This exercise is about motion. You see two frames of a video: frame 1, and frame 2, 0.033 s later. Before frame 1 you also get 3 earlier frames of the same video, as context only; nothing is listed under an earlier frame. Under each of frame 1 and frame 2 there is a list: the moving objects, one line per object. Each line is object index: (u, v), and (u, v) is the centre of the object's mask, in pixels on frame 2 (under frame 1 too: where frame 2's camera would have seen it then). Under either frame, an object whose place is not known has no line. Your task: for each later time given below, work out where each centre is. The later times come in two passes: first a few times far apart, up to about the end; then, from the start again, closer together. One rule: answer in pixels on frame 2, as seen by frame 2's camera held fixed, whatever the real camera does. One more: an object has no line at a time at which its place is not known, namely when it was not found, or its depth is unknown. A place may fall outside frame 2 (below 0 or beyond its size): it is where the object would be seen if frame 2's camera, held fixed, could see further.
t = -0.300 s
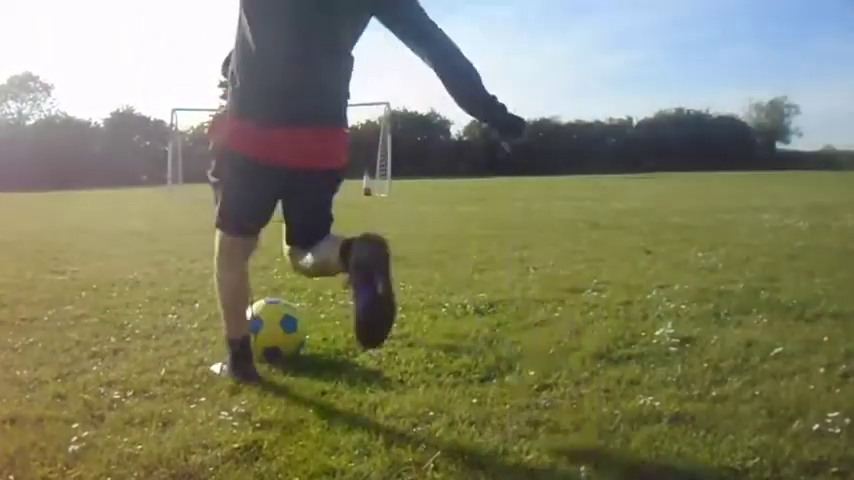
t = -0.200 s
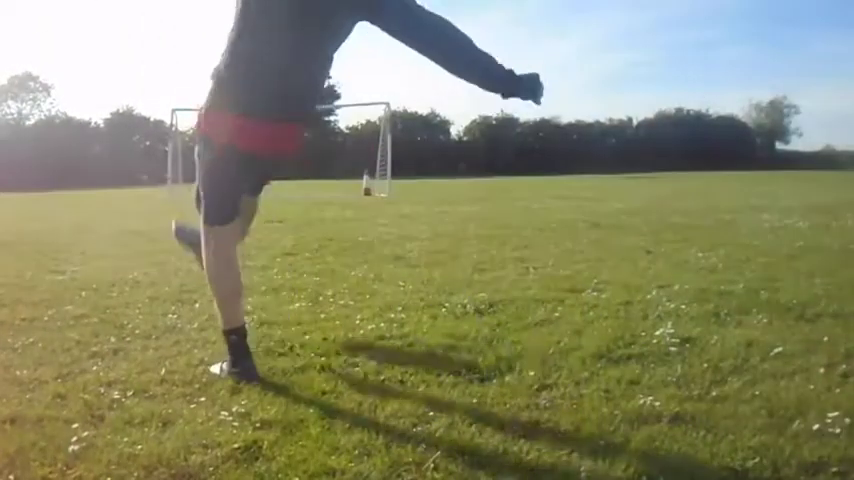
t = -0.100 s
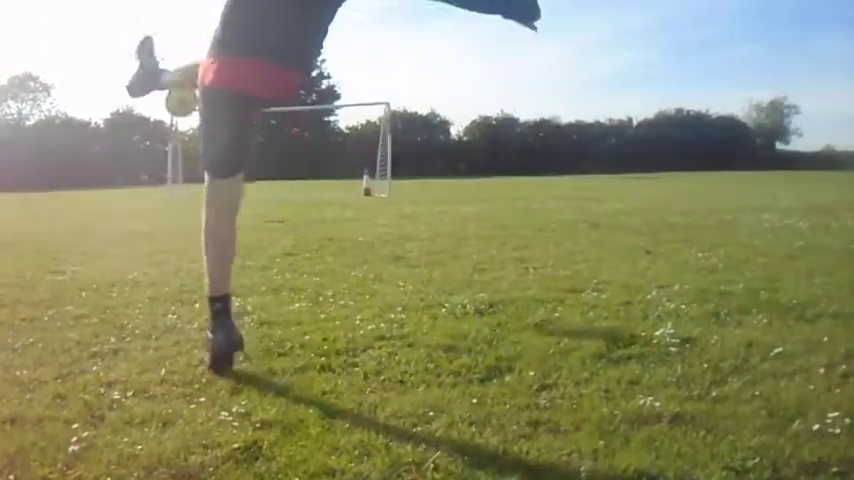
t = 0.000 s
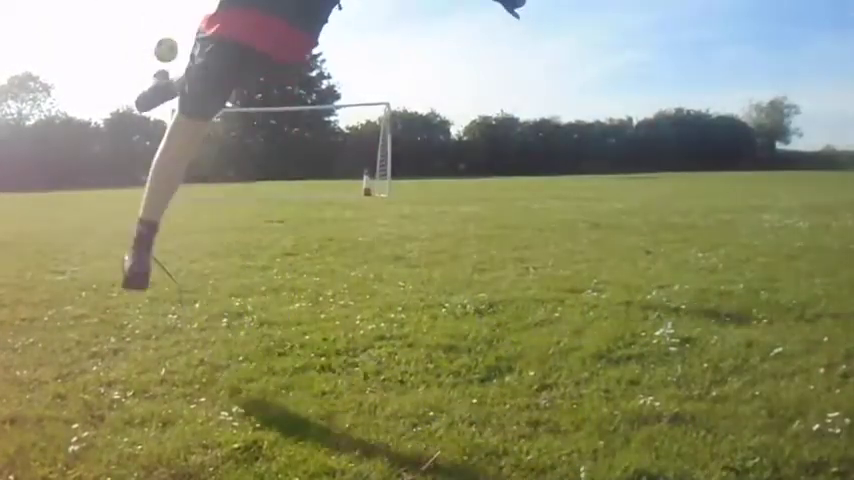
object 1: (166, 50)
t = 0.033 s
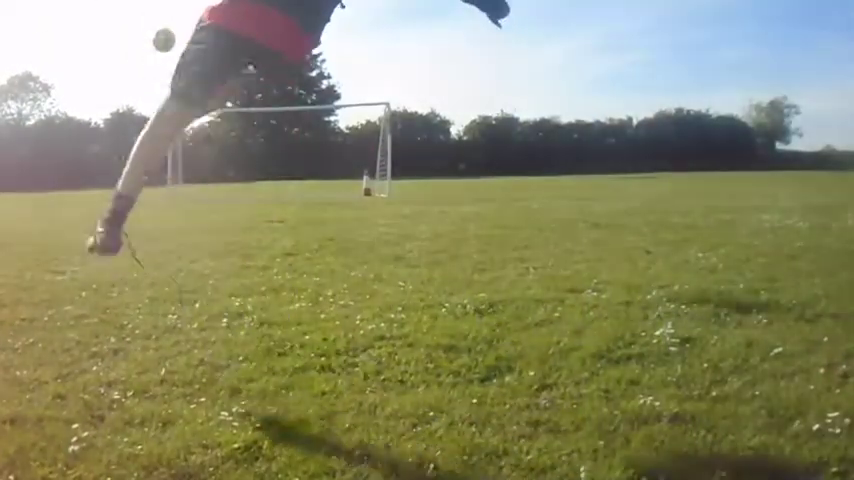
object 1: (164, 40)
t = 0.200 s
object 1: (160, 18)
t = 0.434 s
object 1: (165, 23)
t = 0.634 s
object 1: (172, 42)
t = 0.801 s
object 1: (180, 66)
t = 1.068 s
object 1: (193, 113)
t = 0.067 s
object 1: (162, 33)
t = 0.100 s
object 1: (160, 28)
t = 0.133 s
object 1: (160, 23)
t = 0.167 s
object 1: (160, 20)
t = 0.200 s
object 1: (160, 18)
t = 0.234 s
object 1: (160, 17)
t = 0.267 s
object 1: (161, 17)
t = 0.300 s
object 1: (161, 17)
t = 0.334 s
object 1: (162, 18)
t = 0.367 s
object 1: (163, 20)
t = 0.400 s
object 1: (163, 21)
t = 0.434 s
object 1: (165, 23)
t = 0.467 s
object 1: (166, 26)
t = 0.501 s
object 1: (167, 29)
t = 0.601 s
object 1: (171, 39)
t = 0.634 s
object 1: (172, 42)
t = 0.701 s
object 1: (175, 51)
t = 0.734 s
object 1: (176, 56)
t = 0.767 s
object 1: (178, 61)
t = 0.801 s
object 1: (180, 66)
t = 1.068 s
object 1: (193, 113)
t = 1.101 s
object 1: (195, 118)
